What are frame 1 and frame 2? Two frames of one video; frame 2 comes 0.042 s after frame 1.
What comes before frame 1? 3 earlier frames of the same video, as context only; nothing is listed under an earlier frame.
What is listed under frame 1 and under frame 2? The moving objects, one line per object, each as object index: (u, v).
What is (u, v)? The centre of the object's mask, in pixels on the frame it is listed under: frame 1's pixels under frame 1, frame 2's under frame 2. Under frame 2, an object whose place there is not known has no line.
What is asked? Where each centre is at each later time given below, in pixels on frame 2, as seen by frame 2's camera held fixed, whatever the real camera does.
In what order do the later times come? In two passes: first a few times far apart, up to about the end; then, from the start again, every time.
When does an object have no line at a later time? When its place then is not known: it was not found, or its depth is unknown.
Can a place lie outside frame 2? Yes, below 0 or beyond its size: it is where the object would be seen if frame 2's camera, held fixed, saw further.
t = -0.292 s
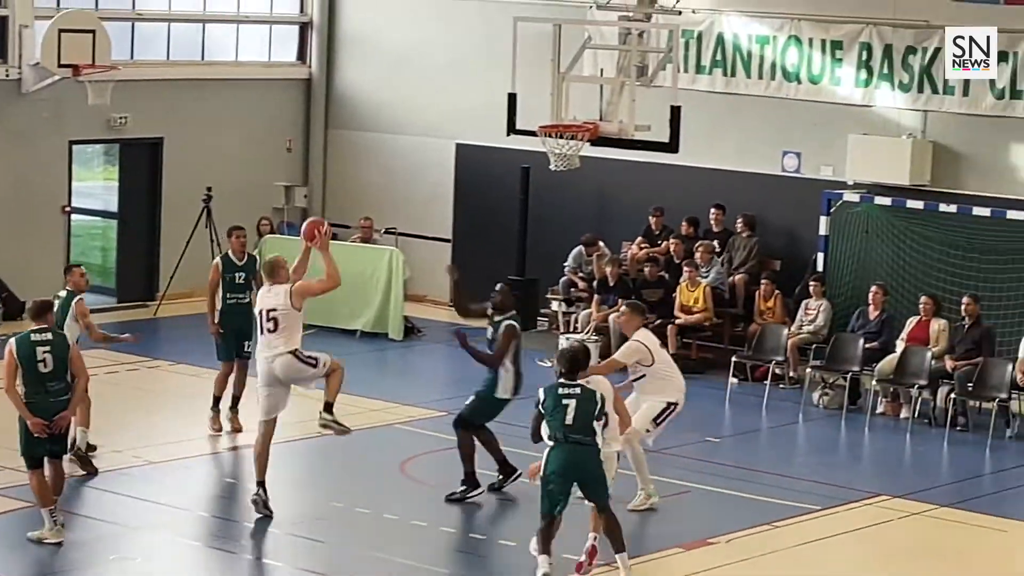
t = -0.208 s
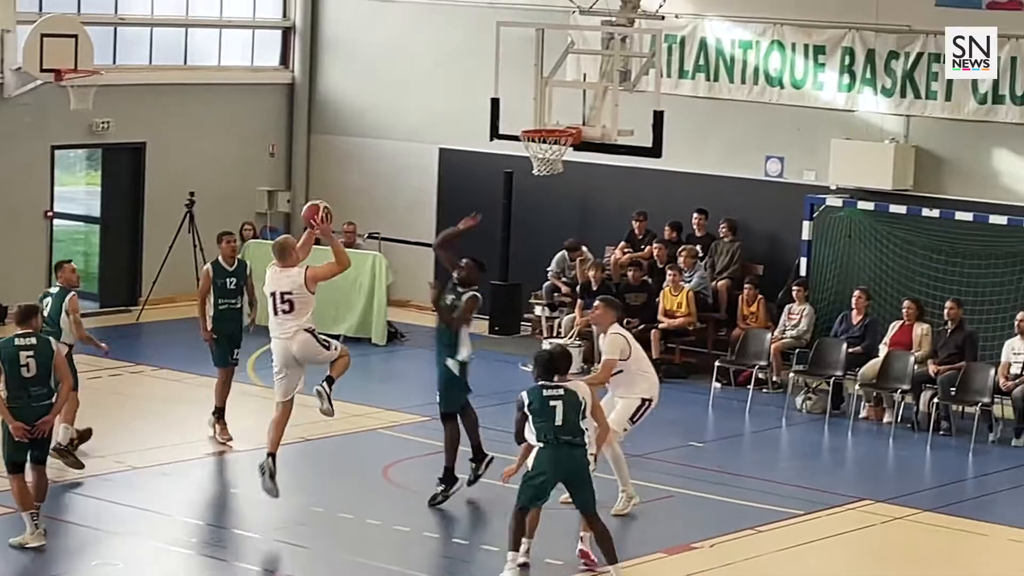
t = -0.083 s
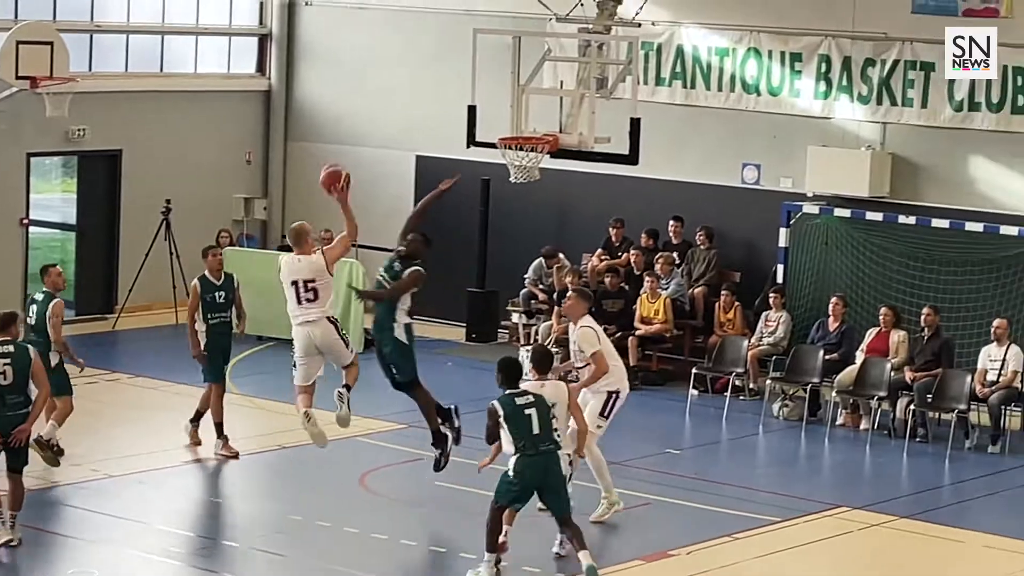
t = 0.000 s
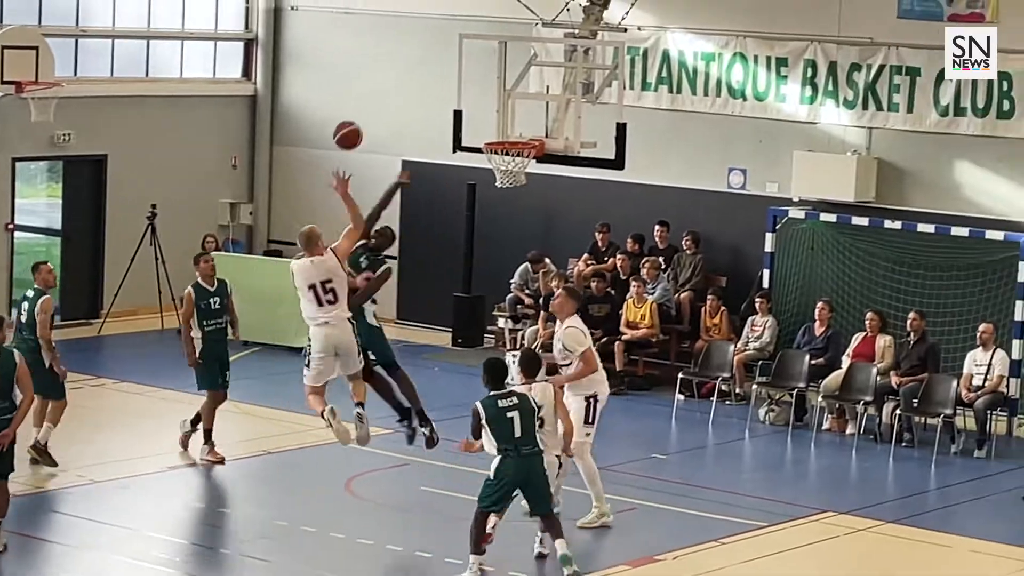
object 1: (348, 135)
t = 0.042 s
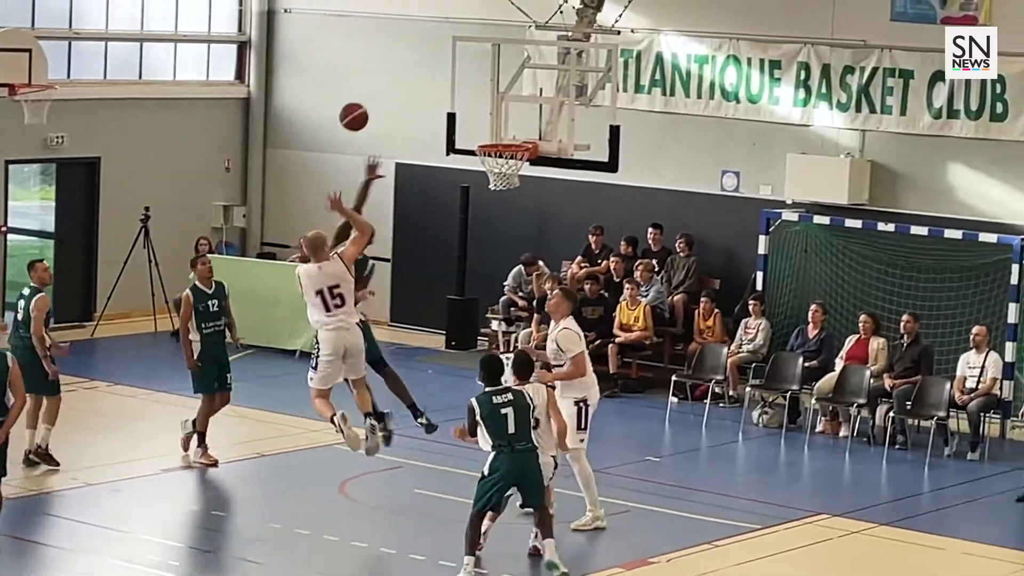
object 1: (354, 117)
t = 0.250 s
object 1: (415, 47)
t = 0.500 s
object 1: (480, 35)
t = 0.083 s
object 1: (366, 98)
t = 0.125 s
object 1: (379, 82)
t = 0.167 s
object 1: (391, 68)
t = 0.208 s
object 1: (403, 56)
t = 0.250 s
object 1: (415, 47)
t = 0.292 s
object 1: (426, 40)
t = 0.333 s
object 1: (437, 34)
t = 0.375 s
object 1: (449, 32)
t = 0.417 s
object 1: (459, 31)
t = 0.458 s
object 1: (470, 32)
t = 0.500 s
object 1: (480, 35)
